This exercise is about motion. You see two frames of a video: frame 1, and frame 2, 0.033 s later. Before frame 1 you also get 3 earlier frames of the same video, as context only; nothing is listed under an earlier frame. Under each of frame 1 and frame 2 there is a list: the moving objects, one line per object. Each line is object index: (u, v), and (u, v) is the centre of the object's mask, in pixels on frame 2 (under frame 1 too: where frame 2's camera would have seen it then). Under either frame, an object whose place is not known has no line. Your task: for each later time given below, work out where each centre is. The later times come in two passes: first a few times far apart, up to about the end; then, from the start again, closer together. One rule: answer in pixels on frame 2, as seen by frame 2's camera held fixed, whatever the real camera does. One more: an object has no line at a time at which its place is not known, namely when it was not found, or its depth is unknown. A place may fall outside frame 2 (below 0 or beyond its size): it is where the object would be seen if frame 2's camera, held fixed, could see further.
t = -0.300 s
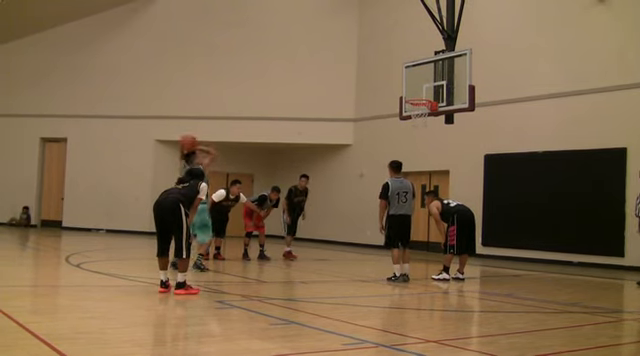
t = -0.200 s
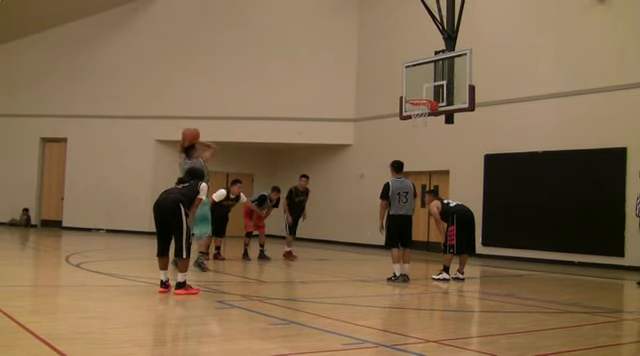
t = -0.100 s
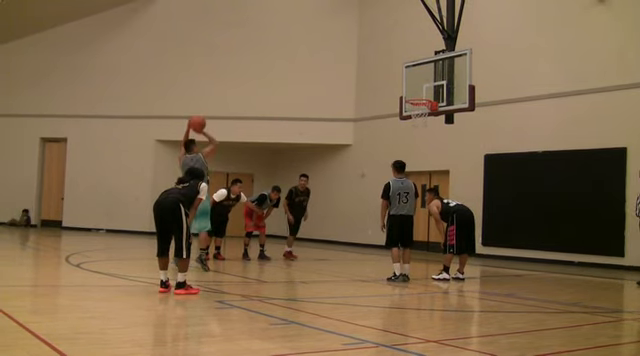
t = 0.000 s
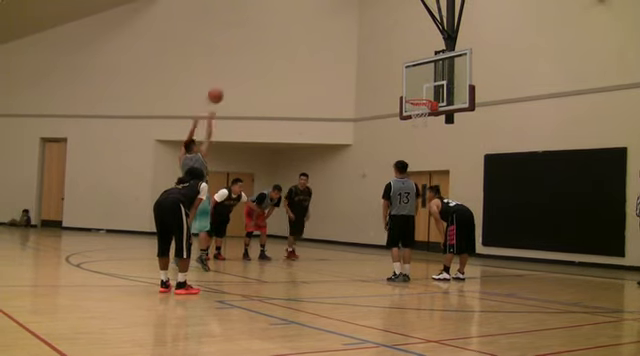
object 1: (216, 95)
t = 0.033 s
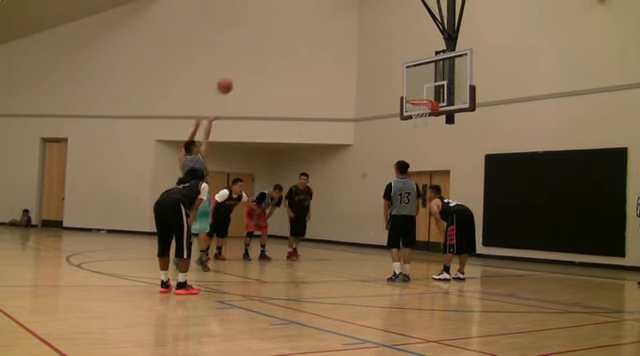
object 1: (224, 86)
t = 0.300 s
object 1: (287, 34)
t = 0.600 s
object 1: (347, 29)
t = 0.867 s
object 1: (394, 65)
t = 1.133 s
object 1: (422, 87)
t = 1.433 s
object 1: (427, 95)
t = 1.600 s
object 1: (417, 112)
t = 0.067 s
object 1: (233, 76)
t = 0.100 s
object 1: (241, 68)
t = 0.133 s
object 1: (249, 60)
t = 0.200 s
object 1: (265, 47)
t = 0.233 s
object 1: (273, 42)
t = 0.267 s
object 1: (280, 38)
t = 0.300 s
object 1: (287, 34)
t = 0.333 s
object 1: (295, 30)
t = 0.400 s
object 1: (309, 26)
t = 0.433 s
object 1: (315, 25)
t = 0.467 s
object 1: (322, 25)
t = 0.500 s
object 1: (328, 24)
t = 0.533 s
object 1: (335, 25)
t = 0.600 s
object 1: (347, 29)
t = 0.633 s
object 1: (353, 31)
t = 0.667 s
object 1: (359, 34)
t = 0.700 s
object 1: (365, 39)
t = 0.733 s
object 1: (371, 43)
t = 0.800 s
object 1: (383, 53)
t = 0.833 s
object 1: (388, 59)
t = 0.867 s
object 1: (394, 65)
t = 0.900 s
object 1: (399, 72)
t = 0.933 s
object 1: (404, 80)
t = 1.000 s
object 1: (414, 93)
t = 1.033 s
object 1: (416, 91)
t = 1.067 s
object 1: (418, 89)
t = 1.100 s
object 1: (420, 88)
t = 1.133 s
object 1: (422, 87)
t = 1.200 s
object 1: (426, 88)
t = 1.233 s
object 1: (427, 89)
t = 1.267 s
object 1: (430, 91)
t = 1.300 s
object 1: (431, 92)
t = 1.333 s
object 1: (431, 93)
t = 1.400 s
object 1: (428, 94)
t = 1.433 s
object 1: (427, 95)
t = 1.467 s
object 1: (424, 97)
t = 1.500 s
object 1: (422, 101)
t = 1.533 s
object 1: (420, 106)
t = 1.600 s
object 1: (417, 112)
